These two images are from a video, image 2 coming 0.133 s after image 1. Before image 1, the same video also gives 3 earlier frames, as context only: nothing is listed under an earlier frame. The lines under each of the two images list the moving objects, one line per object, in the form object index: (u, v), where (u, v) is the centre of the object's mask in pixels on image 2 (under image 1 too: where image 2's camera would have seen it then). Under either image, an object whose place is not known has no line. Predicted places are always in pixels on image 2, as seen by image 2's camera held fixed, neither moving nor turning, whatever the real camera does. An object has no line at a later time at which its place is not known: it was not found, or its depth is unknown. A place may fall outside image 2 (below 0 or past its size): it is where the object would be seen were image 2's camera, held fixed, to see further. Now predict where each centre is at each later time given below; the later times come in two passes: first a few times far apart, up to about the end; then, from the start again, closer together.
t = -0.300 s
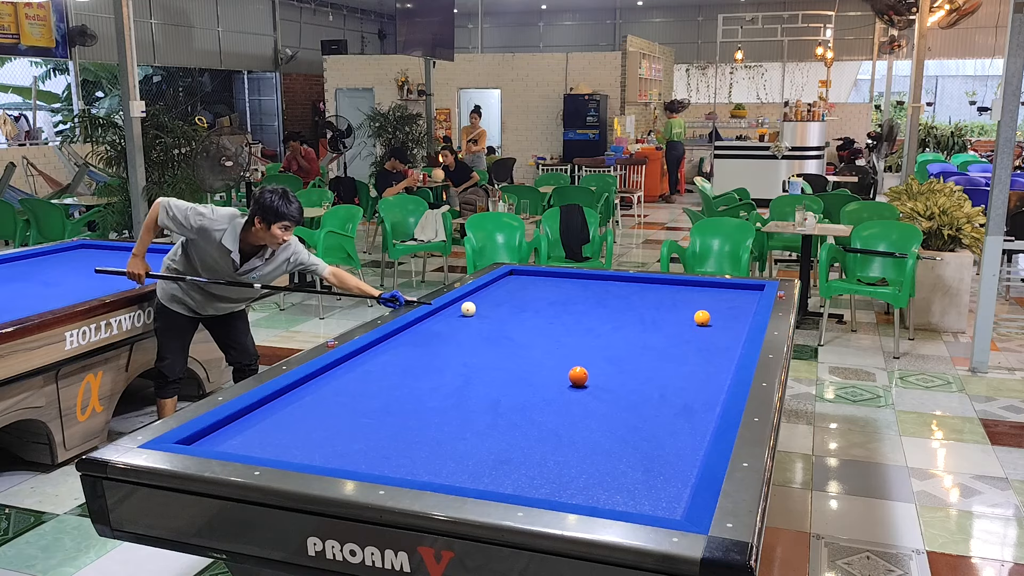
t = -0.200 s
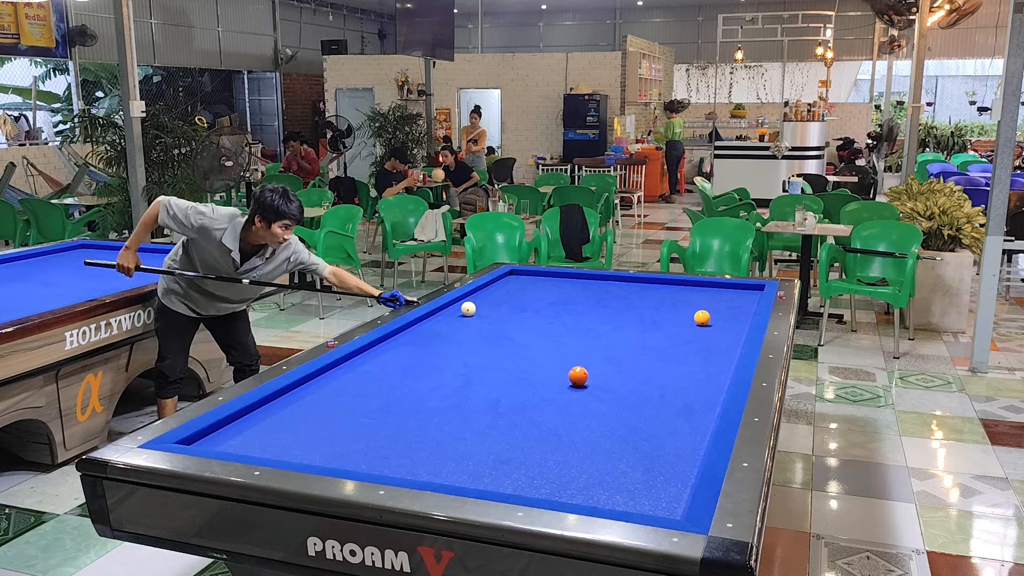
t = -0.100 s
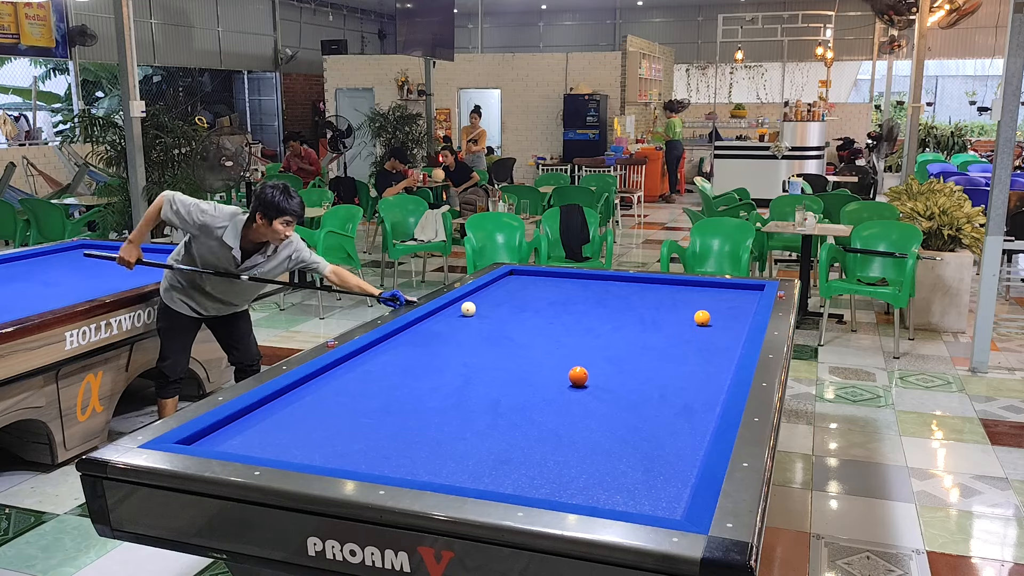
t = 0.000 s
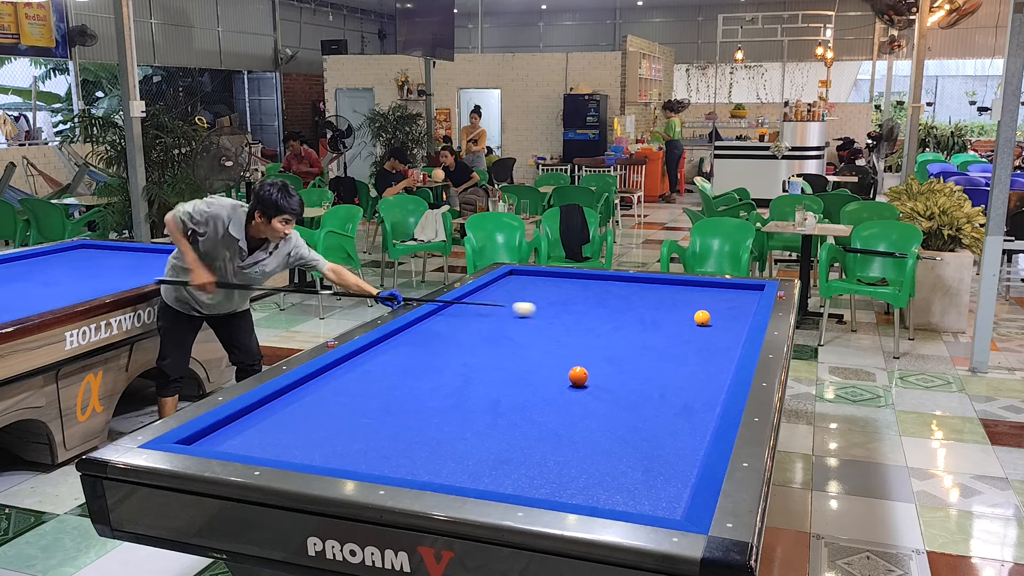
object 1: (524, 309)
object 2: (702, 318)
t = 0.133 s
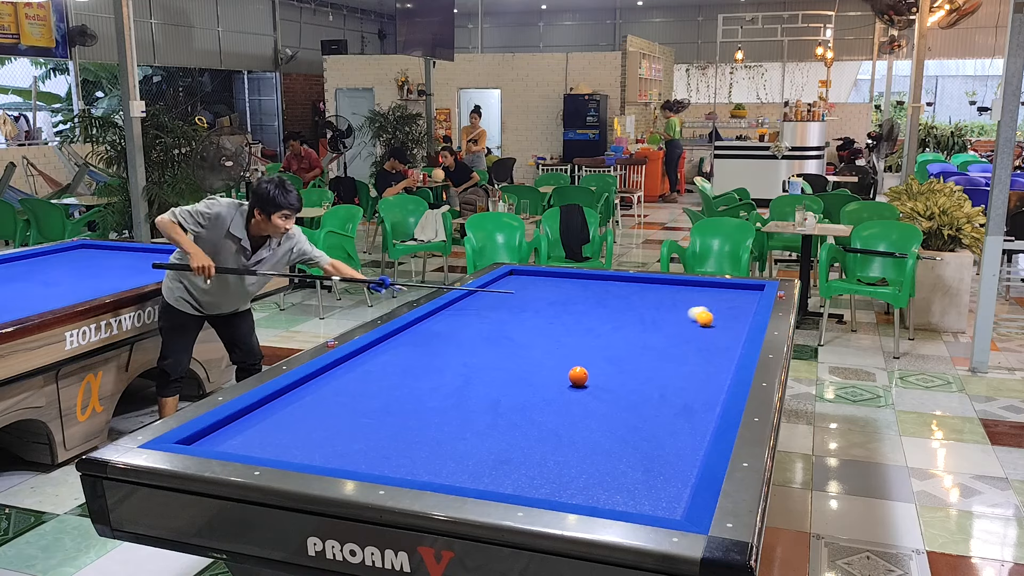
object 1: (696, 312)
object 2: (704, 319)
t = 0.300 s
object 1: (695, 293)
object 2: (713, 334)
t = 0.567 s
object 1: (570, 283)
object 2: (625, 342)
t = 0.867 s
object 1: (494, 298)
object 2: (531, 351)
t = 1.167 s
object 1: (529, 324)
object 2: (432, 361)
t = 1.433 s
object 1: (566, 352)
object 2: (338, 370)
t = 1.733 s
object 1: (635, 391)
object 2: (344, 386)
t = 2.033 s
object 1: (679, 427)
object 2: (359, 403)
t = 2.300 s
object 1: (608, 440)
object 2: (374, 420)
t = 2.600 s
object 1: (531, 458)
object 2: (392, 441)
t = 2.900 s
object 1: (447, 475)
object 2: (412, 464)
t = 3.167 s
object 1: (459, 478)
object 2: (395, 466)
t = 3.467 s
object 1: (486, 482)
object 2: (368, 463)
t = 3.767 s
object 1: (511, 485)
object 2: (342, 461)
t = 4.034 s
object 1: (533, 487)
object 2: (323, 459)
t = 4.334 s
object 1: (556, 490)
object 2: (308, 455)
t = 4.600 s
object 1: (576, 492)
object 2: (295, 453)
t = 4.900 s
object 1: (597, 495)
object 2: (282, 450)
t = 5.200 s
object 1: (616, 498)
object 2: (270, 448)
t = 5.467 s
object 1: (632, 499)
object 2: (260, 446)
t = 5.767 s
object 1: (649, 502)
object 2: (250, 444)
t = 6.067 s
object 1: (664, 503)
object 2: (241, 443)
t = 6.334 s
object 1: (675, 504)
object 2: (233, 442)
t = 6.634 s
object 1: (670, 503)
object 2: (226, 441)
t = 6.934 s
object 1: (664, 502)
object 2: (221, 440)
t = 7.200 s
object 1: (661, 502)
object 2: (217, 439)
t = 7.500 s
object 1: (659, 503)
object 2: (215, 439)
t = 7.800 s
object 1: (657, 503)
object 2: (214, 439)
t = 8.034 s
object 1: (657, 503)
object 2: (214, 439)
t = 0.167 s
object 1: (728, 310)
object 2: (719, 323)
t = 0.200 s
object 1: (750, 307)
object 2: (734, 328)
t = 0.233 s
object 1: (731, 302)
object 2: (739, 332)
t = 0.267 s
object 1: (713, 297)
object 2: (726, 333)
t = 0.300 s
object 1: (695, 293)
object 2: (713, 334)
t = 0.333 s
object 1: (679, 288)
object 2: (700, 335)
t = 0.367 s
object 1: (665, 284)
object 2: (688, 336)
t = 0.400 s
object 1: (651, 281)
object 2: (677, 337)
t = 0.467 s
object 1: (619, 280)
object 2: (655, 339)
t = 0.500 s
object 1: (603, 281)
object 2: (645, 340)
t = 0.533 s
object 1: (586, 282)
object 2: (635, 341)
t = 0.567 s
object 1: (570, 283)
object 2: (625, 342)
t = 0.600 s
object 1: (554, 284)
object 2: (615, 343)
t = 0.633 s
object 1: (538, 285)
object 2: (605, 344)
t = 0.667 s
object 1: (522, 286)
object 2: (594, 345)
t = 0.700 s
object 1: (507, 287)
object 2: (584, 346)
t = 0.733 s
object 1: (491, 288)
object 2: (573, 347)
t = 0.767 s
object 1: (479, 290)
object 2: (563, 348)
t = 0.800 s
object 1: (484, 292)
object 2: (553, 349)
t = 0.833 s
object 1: (489, 295)
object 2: (542, 350)
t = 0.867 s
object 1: (494, 298)
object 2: (531, 351)
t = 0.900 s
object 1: (498, 300)
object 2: (521, 352)
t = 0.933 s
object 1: (503, 303)
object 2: (510, 353)
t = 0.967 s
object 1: (506, 306)
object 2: (499, 354)
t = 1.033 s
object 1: (514, 312)
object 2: (477, 356)
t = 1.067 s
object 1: (518, 314)
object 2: (466, 358)
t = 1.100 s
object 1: (521, 317)
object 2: (455, 359)
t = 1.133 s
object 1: (525, 320)
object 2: (444, 359)
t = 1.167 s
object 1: (529, 324)
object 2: (432, 361)
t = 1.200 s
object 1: (534, 327)
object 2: (421, 362)
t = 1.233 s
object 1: (538, 330)
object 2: (409, 363)
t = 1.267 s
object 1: (542, 333)
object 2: (398, 365)
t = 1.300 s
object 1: (546, 337)
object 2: (386, 365)
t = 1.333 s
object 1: (551, 341)
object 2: (374, 367)
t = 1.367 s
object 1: (556, 344)
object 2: (362, 368)
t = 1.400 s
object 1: (561, 348)
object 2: (350, 369)
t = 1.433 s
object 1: (566, 352)
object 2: (338, 370)
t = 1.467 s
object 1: (571, 356)
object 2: (326, 371)
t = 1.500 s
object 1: (576, 359)
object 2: (327, 373)
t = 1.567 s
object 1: (590, 368)
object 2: (334, 377)
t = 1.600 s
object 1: (596, 373)
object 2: (337, 379)
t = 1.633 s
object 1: (605, 377)
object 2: (339, 381)
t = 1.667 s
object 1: (614, 382)
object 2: (340, 382)
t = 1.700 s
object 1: (625, 386)
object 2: (342, 384)
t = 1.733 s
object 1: (635, 391)
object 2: (344, 386)
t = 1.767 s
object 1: (645, 396)
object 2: (345, 388)
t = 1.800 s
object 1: (656, 400)
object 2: (347, 390)
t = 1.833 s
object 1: (667, 405)
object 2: (349, 392)
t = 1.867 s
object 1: (678, 410)
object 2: (350, 394)
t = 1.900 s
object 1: (691, 416)
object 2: (352, 396)
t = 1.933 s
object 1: (703, 421)
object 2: (354, 397)
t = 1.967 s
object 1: (702, 424)
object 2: (356, 399)
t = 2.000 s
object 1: (690, 425)
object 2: (357, 402)
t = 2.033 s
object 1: (679, 427)
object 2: (359, 403)
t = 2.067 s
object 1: (668, 428)
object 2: (361, 406)
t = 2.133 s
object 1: (649, 431)
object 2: (365, 410)
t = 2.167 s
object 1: (640, 433)
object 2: (367, 412)
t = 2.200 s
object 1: (632, 435)
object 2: (368, 414)
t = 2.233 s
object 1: (624, 437)
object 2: (370, 416)
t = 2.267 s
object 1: (616, 438)
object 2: (372, 418)
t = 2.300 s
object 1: (608, 440)
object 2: (374, 420)
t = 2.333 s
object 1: (600, 442)
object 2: (376, 423)
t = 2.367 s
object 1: (591, 444)
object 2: (378, 425)
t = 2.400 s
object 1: (583, 446)
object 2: (380, 427)
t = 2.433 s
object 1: (575, 448)
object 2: (382, 429)
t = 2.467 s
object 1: (566, 450)
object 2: (384, 431)
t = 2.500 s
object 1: (557, 452)
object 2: (386, 434)
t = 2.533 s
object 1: (548, 454)
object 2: (388, 436)
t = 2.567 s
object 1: (540, 456)
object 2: (390, 438)
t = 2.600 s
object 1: (531, 458)
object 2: (392, 441)
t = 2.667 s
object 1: (513, 462)
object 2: (397, 445)
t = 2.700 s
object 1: (504, 464)
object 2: (399, 448)
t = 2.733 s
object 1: (494, 467)
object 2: (401, 451)
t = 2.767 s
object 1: (485, 469)
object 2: (403, 454)
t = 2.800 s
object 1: (475, 471)
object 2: (405, 456)
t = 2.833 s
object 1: (466, 473)
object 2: (408, 458)
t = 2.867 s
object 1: (456, 474)
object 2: (410, 461)
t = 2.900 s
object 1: (447, 475)
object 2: (412, 464)
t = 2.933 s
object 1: (438, 475)
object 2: (415, 466)
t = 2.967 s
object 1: (436, 474)
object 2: (416, 467)
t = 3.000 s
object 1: (440, 475)
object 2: (413, 467)
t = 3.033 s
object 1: (446, 476)
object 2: (409, 467)
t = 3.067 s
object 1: (450, 476)
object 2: (405, 466)
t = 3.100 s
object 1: (453, 477)
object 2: (401, 466)
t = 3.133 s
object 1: (456, 478)
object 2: (398, 466)
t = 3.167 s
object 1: (459, 478)
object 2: (395, 466)
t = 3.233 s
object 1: (465, 479)
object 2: (389, 465)
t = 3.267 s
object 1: (468, 480)
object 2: (386, 465)
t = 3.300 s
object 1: (471, 481)
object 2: (383, 465)
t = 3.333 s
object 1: (474, 481)
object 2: (380, 464)
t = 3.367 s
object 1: (477, 481)
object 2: (377, 464)
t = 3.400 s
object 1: (480, 481)
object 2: (374, 464)
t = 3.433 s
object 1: (483, 482)
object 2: (371, 463)
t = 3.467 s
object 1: (486, 482)
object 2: (368, 463)
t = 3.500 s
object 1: (489, 482)
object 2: (365, 463)
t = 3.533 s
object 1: (491, 483)
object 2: (362, 463)
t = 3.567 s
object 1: (494, 483)
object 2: (359, 462)
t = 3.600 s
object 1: (497, 483)
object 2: (356, 462)
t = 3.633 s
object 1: (500, 484)
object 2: (354, 462)
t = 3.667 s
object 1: (503, 484)
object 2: (351, 462)
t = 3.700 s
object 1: (506, 484)
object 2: (348, 461)
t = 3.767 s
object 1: (511, 485)
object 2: (342, 461)
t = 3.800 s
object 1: (514, 485)
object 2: (339, 461)
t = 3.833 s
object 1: (517, 486)
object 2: (337, 461)
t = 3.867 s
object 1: (519, 486)
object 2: (334, 460)
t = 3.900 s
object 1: (522, 486)
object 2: (331, 460)
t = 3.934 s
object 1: (525, 487)
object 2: (329, 460)
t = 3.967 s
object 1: (528, 487)
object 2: (326, 459)
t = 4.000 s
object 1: (530, 487)
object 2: (325, 459)
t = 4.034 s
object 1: (533, 487)
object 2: (323, 459)
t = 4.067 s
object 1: (535, 488)
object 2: (321, 458)
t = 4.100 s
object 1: (538, 488)
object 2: (320, 458)
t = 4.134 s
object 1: (541, 488)
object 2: (317, 458)
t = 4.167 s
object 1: (543, 489)
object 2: (316, 457)
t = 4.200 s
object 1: (546, 489)
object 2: (314, 457)
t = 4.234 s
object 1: (548, 489)
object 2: (313, 456)
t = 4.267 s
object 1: (551, 489)
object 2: (311, 456)
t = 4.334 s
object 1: (556, 490)
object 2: (308, 455)
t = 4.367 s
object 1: (559, 490)
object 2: (306, 455)
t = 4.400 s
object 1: (561, 491)
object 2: (305, 455)
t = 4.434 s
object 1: (564, 491)
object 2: (303, 454)
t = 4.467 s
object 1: (566, 491)
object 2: (301, 454)
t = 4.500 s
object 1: (569, 492)
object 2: (300, 454)
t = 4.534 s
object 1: (571, 492)
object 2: (298, 454)
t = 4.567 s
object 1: (573, 492)
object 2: (297, 453)
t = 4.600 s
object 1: (576, 492)
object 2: (295, 453)
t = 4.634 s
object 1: (578, 493)
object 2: (293, 453)
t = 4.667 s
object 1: (581, 493)
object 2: (292, 452)
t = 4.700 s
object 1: (583, 493)
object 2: (291, 452)
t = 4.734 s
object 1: (585, 493)
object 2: (289, 452)
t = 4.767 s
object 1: (588, 494)
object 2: (287, 451)
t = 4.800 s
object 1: (590, 494)
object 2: (286, 451)
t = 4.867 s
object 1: (594, 495)
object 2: (283, 450)
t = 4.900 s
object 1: (597, 495)
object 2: (282, 450)
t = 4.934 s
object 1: (599, 495)
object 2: (281, 450)
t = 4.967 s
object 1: (601, 495)
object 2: (279, 450)
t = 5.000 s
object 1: (603, 496)
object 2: (278, 449)
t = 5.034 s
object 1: (605, 496)
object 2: (277, 449)
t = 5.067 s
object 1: (607, 496)
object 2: (275, 449)
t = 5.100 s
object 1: (609, 497)
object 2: (274, 449)
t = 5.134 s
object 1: (612, 497)
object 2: (273, 448)
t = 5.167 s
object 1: (614, 497)
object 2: (271, 448)
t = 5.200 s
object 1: (616, 498)
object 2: (270, 448)
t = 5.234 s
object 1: (618, 498)
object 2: (269, 448)
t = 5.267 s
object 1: (620, 498)
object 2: (267, 447)
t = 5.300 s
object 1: (622, 498)
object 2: (266, 447)
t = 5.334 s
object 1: (624, 499)
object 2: (265, 447)
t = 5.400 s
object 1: (628, 499)
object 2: (263, 446)
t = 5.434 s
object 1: (630, 499)
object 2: (262, 446)
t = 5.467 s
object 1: (632, 499)
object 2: (260, 446)
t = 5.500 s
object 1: (634, 500)
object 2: (259, 446)
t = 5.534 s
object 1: (636, 500)
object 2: (258, 445)
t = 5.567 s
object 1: (638, 500)
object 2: (257, 445)
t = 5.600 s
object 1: (640, 500)
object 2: (256, 445)
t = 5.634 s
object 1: (642, 501)
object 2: (255, 445)
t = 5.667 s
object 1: (643, 501)
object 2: (254, 445)
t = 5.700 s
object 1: (645, 501)
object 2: (252, 445)
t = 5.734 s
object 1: (647, 501)
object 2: (251, 444)
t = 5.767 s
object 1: (649, 502)
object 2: (250, 444)
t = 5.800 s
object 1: (650, 502)
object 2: (249, 444)
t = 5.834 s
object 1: (652, 502)
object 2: (248, 444)
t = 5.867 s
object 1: (654, 502)
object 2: (247, 444)
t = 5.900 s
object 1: (656, 502)
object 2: (246, 444)
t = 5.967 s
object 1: (659, 503)
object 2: (244, 443)
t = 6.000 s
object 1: (660, 503)
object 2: (243, 443)
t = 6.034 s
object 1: (662, 503)
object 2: (242, 443)
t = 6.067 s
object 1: (664, 503)
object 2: (241, 443)
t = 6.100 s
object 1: (665, 503)
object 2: (240, 443)
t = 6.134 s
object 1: (667, 503)
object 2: (239, 443)
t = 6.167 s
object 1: (668, 504)
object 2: (238, 442)
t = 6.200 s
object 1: (670, 504)
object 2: (237, 442)
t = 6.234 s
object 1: (671, 504)
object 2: (236, 442)
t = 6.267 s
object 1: (673, 504)
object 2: (235, 442)
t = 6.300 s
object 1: (674, 504)
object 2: (234, 442)
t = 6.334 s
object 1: (675, 504)
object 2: (233, 442)
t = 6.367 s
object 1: (675, 504)
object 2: (233, 442)
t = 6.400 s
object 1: (675, 504)
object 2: (232, 441)
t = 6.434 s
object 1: (674, 504)
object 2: (231, 441)
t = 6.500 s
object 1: (672, 504)
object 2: (229, 441)
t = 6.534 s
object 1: (672, 504)
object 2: (229, 441)
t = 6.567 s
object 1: (671, 503)
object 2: (228, 441)
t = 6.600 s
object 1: (670, 503)
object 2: (227, 441)
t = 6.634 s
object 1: (670, 503)
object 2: (226, 441)
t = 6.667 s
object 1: (669, 503)
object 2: (226, 441)
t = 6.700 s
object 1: (668, 503)
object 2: (225, 441)
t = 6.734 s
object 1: (668, 503)
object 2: (224, 440)
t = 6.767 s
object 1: (667, 503)
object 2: (224, 441)
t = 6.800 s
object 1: (667, 503)
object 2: (223, 440)
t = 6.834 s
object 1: (666, 503)
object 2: (222, 440)
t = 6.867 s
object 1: (665, 503)
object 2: (222, 440)
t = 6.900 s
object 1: (665, 503)
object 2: (221, 440)
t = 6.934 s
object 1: (664, 502)
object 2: (221, 440)
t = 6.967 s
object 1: (664, 503)
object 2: (220, 440)
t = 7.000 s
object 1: (664, 502)
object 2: (219, 440)
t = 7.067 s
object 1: (663, 502)
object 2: (218, 440)
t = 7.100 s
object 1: (662, 502)
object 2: (218, 440)
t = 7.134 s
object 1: (662, 502)
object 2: (218, 440)
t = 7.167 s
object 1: (661, 502)
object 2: (217, 439)
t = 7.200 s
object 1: (661, 502)
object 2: (217, 439)
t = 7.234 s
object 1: (660, 502)
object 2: (217, 439)
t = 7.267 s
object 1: (660, 502)
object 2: (216, 439)
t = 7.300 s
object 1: (660, 502)
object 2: (216, 439)
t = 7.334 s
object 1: (659, 502)
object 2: (216, 439)
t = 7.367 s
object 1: (659, 502)
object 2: (216, 439)
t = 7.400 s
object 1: (659, 503)
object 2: (215, 439)
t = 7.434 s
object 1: (659, 503)
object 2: (215, 439)
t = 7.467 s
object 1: (659, 503)
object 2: (215, 439)
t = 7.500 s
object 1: (659, 503)
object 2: (215, 439)
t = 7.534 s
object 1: (659, 503)
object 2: (215, 439)
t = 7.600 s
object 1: (658, 503)
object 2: (214, 439)
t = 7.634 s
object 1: (658, 503)
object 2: (214, 439)
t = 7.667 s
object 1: (658, 503)
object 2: (214, 439)
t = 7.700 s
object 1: (658, 503)
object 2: (214, 439)
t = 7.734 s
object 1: (658, 503)
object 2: (214, 439)
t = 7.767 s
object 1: (658, 503)
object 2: (214, 439)
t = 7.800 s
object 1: (657, 503)
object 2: (214, 439)
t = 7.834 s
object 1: (657, 503)
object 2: (214, 439)
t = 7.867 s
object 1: (657, 503)
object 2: (214, 439)
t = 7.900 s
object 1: (657, 503)
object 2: (214, 439)
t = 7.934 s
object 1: (657, 503)
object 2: (214, 439)
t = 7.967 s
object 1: (657, 503)
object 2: (214, 439)
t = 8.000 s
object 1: (657, 503)
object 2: (214, 439)
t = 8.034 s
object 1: (657, 503)
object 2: (214, 439)
